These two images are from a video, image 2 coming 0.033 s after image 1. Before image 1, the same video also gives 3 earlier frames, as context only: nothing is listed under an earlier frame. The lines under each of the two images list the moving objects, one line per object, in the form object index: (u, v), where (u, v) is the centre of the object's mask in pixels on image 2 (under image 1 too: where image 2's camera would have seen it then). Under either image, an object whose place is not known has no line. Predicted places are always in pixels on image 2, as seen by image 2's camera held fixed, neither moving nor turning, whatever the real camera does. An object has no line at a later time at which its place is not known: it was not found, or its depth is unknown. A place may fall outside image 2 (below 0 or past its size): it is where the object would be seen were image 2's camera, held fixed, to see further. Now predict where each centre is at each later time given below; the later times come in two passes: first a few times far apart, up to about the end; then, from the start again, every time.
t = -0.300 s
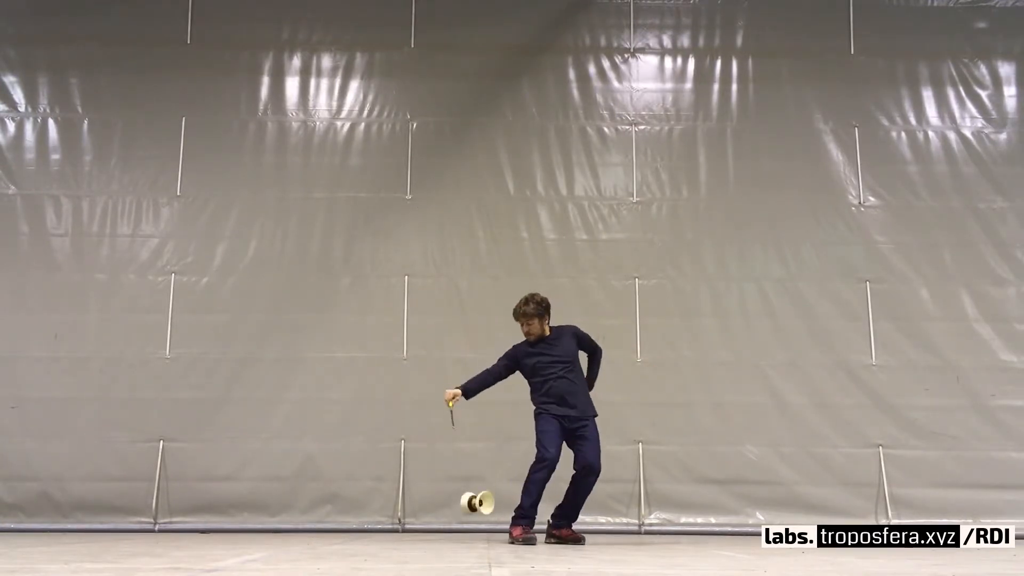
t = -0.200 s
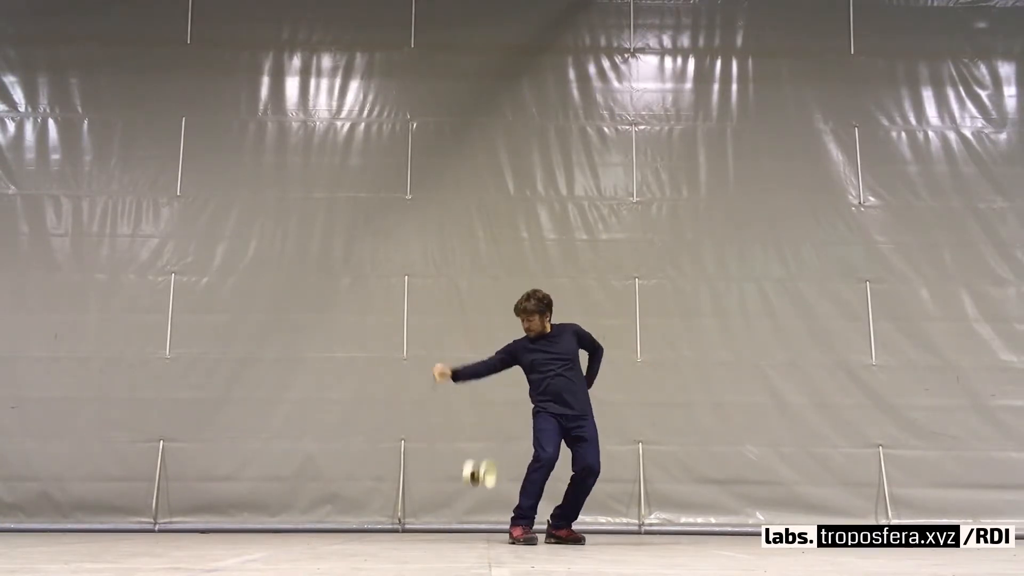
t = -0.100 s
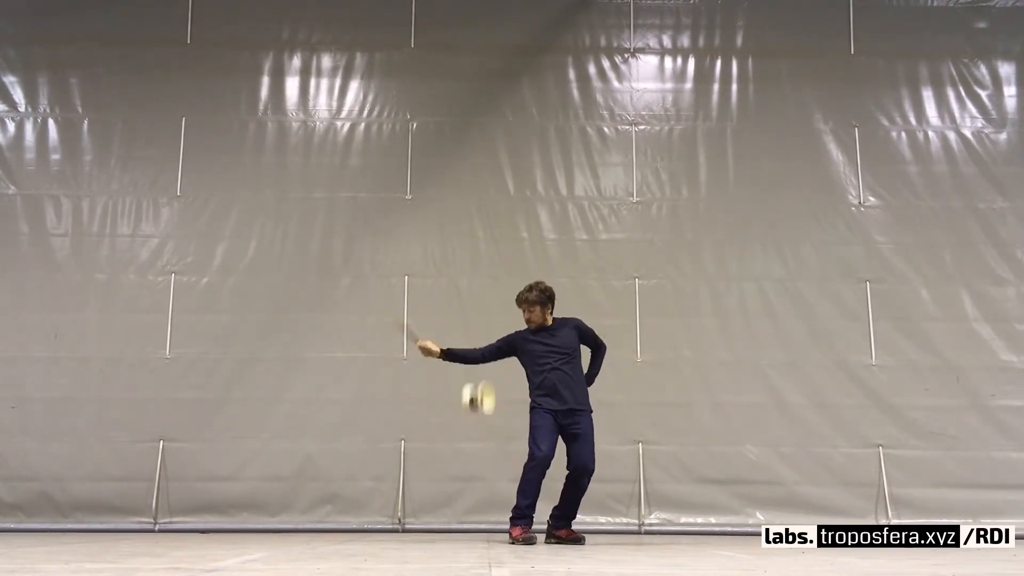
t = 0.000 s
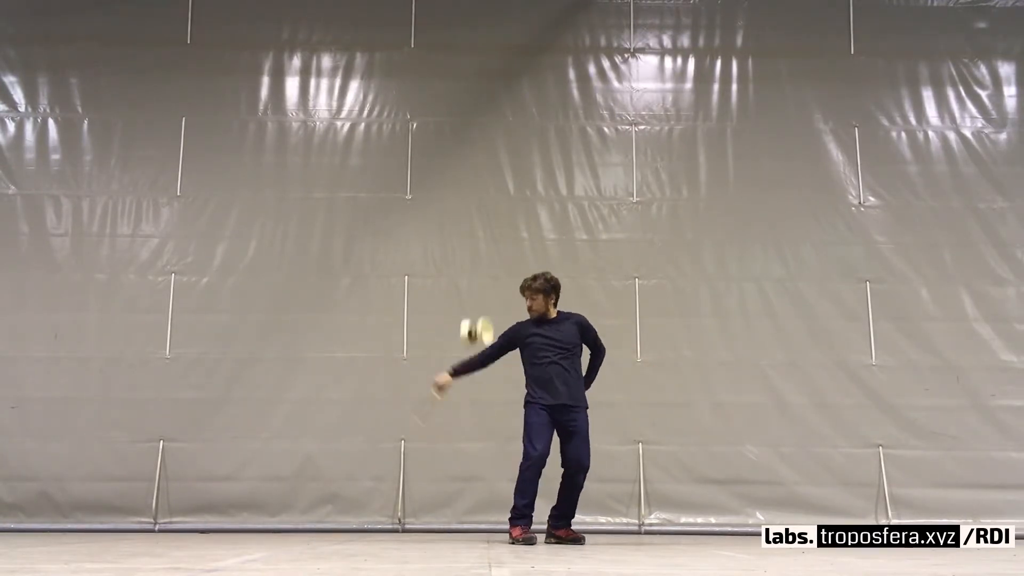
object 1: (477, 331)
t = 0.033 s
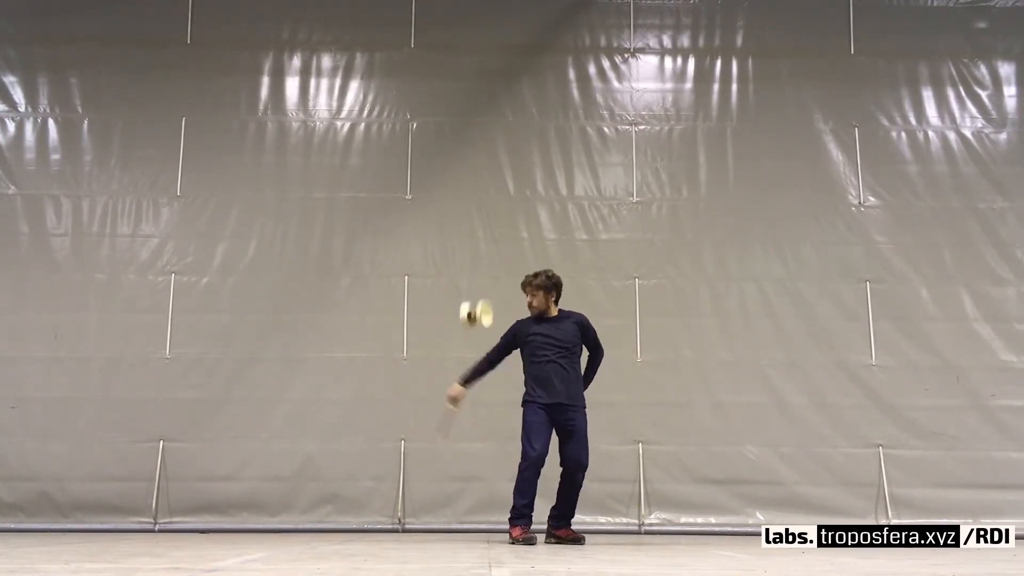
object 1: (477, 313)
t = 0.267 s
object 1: (472, 242)
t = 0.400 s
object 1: (468, 241)
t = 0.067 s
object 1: (476, 298)
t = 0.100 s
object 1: (476, 283)
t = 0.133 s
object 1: (475, 271)
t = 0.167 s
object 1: (474, 261)
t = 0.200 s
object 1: (473, 253)
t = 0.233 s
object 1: (472, 247)
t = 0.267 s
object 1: (472, 242)
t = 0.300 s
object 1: (471, 239)
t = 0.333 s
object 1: (470, 238)
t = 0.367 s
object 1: (469, 238)
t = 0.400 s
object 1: (468, 241)
